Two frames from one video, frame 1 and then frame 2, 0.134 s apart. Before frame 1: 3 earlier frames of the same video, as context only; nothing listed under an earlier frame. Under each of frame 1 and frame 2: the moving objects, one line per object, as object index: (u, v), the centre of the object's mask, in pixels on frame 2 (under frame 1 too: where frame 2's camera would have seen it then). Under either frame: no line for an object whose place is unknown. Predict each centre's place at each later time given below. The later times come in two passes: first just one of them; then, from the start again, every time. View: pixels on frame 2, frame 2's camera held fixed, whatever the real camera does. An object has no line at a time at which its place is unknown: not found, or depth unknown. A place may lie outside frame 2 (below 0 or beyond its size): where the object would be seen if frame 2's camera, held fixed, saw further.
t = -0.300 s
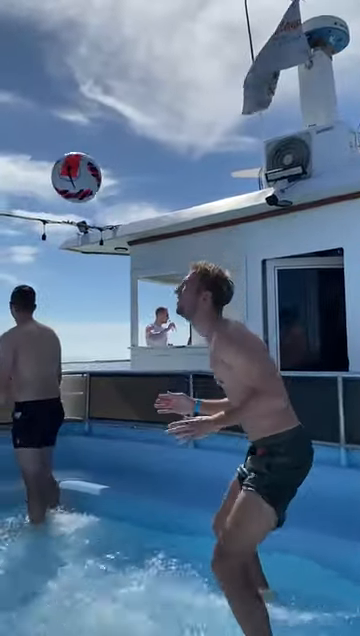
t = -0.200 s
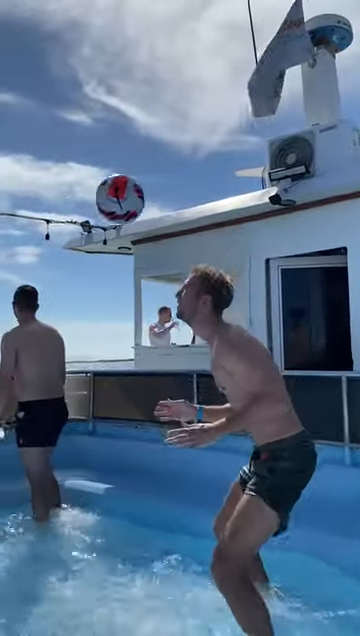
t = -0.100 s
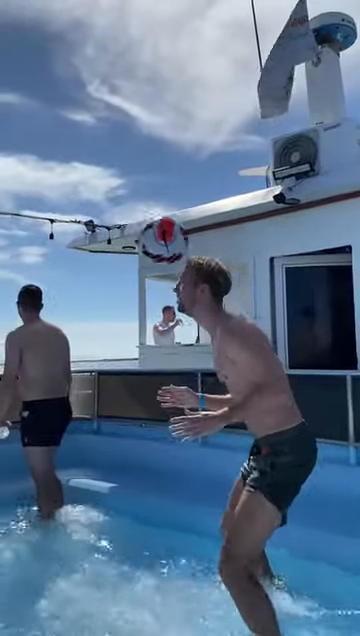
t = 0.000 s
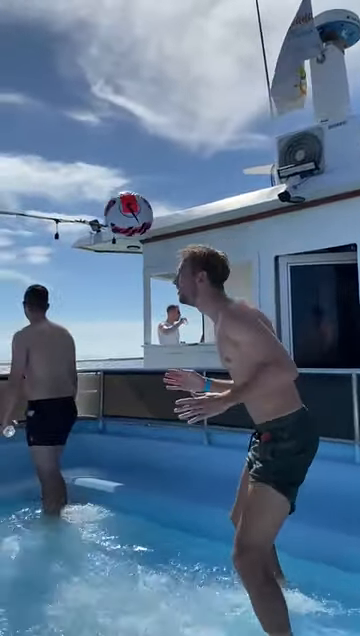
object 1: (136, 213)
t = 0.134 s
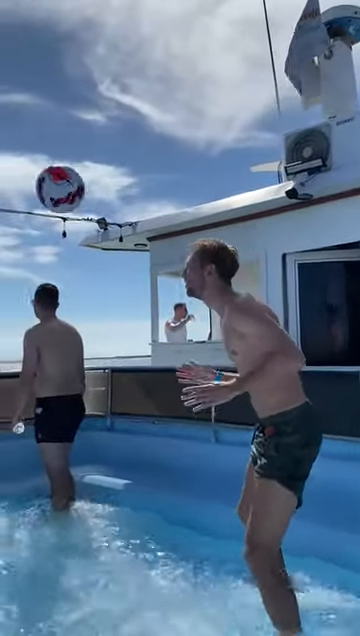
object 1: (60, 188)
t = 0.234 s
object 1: (10, 195)
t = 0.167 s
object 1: (41, 188)
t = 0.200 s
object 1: (23, 190)
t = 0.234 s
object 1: (10, 195)
